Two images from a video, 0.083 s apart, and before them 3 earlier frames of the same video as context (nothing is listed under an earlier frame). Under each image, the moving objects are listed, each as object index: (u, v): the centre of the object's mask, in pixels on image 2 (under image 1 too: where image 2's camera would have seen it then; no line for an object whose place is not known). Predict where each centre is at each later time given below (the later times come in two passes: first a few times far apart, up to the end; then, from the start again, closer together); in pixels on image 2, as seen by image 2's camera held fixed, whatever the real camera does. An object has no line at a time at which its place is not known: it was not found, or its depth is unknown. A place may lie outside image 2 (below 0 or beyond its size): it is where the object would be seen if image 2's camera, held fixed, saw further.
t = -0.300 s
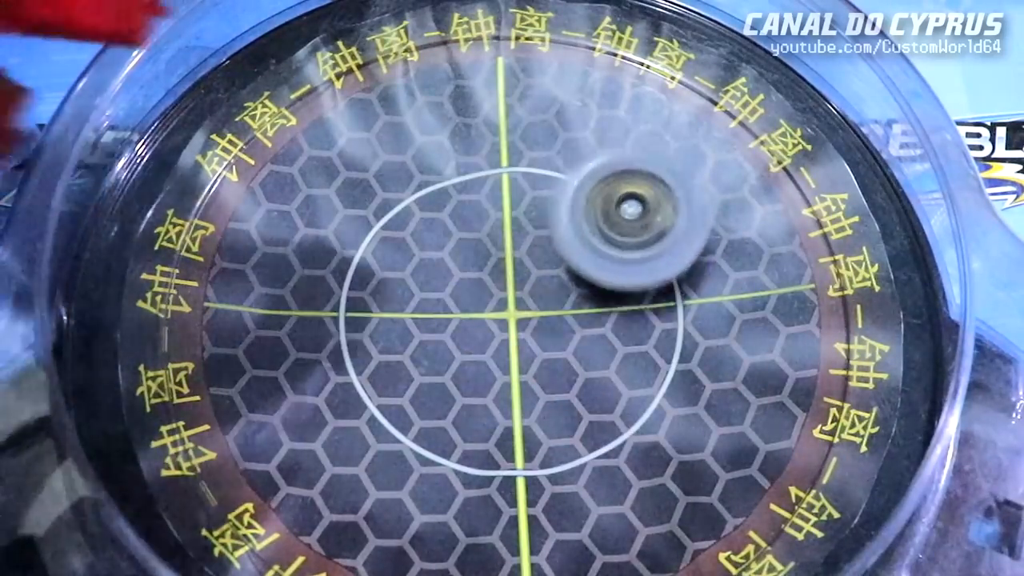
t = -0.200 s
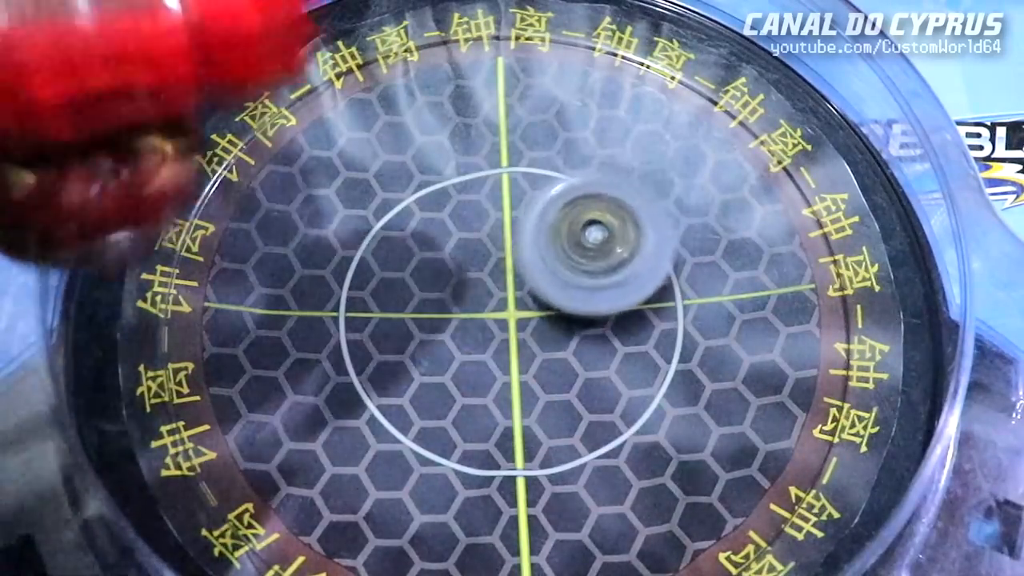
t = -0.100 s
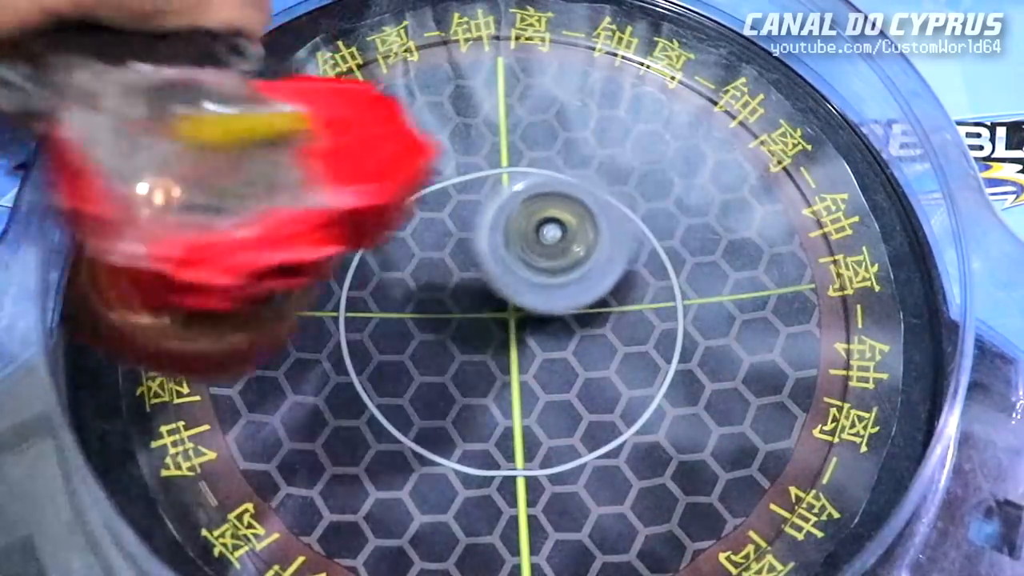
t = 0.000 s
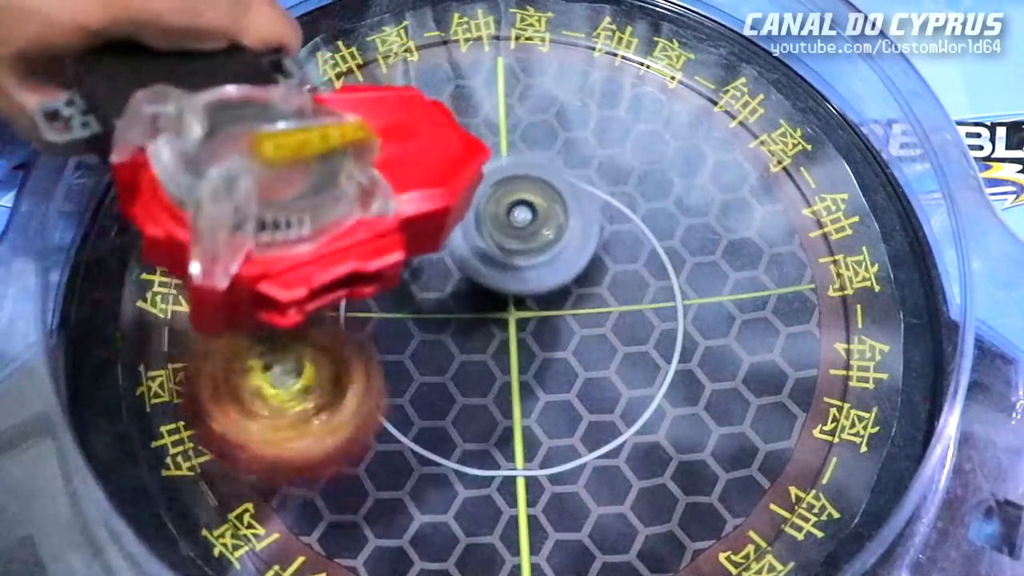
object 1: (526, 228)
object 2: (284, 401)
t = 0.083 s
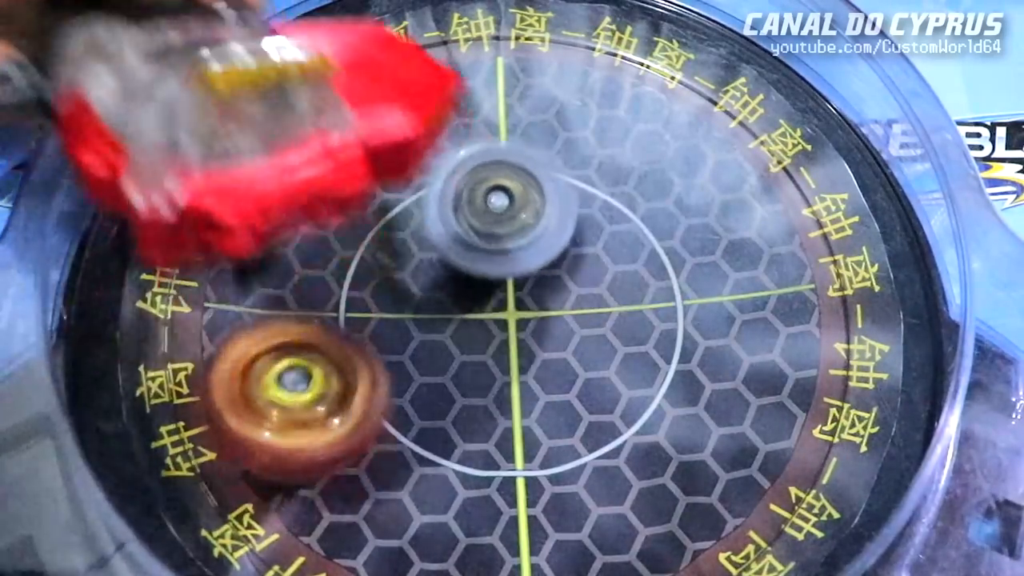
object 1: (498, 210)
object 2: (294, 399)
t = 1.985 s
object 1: (520, 304)
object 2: (489, 132)
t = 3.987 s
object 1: (383, 409)
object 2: (746, 414)
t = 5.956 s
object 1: (565, 197)
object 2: (432, 426)
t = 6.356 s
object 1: (353, 311)
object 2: (376, 489)
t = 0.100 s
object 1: (493, 210)
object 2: (294, 394)
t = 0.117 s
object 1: (488, 210)
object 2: (297, 391)
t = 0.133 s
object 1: (486, 206)
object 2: (292, 382)
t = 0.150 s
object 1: (485, 208)
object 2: (289, 376)
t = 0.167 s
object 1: (483, 207)
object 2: (284, 369)
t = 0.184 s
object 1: (482, 206)
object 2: (279, 365)
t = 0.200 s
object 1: (482, 206)
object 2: (276, 360)
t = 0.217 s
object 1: (482, 206)
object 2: (272, 356)
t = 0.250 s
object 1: (483, 205)
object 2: (264, 349)
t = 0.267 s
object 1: (483, 205)
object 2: (260, 347)
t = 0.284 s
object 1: (483, 206)
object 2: (257, 346)
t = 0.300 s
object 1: (483, 206)
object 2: (253, 347)
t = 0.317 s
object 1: (483, 207)
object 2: (251, 348)
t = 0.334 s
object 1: (483, 204)
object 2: (247, 351)
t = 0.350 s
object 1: (482, 205)
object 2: (243, 355)
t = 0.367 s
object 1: (482, 205)
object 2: (239, 360)
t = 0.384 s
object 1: (481, 206)
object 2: (237, 366)
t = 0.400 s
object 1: (480, 209)
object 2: (235, 372)
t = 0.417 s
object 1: (478, 211)
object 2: (235, 378)
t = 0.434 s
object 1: (478, 213)
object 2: (238, 385)
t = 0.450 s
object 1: (477, 214)
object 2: (241, 388)
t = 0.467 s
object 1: (475, 216)
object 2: (248, 391)
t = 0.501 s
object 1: (470, 221)
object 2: (267, 392)
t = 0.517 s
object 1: (467, 229)
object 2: (276, 391)
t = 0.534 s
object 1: (463, 232)
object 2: (288, 387)
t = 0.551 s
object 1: (461, 233)
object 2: (300, 381)
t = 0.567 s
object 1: (459, 236)
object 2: (312, 374)
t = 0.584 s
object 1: (455, 239)
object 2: (321, 366)
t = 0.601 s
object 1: (451, 241)
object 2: (326, 357)
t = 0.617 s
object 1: (458, 233)
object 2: (321, 353)
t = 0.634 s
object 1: (469, 224)
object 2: (317, 351)
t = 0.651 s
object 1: (479, 218)
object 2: (312, 346)
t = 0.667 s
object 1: (488, 217)
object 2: (309, 341)
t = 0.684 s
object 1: (500, 215)
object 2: (309, 337)
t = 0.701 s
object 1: (508, 215)
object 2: (308, 332)
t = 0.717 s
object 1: (519, 217)
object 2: (308, 327)
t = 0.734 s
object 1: (528, 220)
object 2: (308, 323)
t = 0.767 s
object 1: (544, 231)
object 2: (305, 313)
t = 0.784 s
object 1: (551, 240)
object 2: (305, 309)
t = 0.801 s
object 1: (557, 247)
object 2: (306, 304)
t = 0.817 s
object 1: (561, 255)
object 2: (307, 299)
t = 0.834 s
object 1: (566, 261)
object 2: (309, 295)
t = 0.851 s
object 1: (570, 268)
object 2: (311, 289)
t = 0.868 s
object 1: (573, 276)
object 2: (311, 286)
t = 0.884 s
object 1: (573, 285)
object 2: (312, 282)
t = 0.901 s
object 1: (569, 295)
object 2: (311, 278)
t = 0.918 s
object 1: (567, 301)
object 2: (311, 274)
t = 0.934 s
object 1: (560, 308)
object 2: (312, 270)
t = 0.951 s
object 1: (555, 314)
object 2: (314, 266)
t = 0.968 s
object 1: (551, 321)
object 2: (316, 262)
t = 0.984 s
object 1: (546, 327)
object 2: (318, 259)
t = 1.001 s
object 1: (539, 333)
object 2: (319, 255)
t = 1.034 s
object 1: (523, 340)
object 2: (319, 250)
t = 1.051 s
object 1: (512, 340)
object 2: (318, 246)
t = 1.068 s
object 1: (502, 341)
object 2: (319, 242)
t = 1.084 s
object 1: (494, 341)
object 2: (321, 238)
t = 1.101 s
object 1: (487, 340)
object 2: (324, 234)
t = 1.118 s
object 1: (480, 338)
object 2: (327, 231)
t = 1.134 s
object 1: (473, 336)
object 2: (330, 229)
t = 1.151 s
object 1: (470, 334)
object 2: (330, 226)
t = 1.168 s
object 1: (467, 333)
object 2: (329, 222)
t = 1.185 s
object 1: (465, 331)
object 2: (329, 217)
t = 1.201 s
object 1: (464, 330)
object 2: (328, 213)
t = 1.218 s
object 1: (460, 328)
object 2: (326, 208)
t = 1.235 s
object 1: (457, 327)
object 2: (324, 204)
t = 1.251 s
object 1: (454, 323)
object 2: (324, 201)
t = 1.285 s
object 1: (451, 316)
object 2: (324, 197)
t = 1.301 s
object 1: (451, 312)
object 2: (325, 196)
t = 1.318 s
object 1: (455, 311)
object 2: (325, 194)
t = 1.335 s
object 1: (460, 310)
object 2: (326, 192)
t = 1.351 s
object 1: (465, 310)
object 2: (327, 190)
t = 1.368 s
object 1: (470, 311)
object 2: (329, 189)
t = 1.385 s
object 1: (476, 311)
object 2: (333, 188)
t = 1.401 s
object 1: (481, 313)
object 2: (337, 187)
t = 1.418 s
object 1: (486, 314)
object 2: (340, 184)
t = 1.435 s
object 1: (492, 317)
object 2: (345, 184)
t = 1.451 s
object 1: (498, 321)
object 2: (350, 182)
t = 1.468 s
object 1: (503, 325)
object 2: (354, 181)
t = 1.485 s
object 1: (507, 330)
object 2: (363, 179)
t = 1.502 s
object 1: (510, 336)
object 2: (367, 177)
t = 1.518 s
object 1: (512, 341)
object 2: (372, 175)
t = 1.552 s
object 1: (514, 351)
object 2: (383, 171)
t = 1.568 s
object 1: (514, 355)
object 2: (389, 169)
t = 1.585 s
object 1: (513, 361)
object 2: (393, 167)
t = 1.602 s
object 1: (511, 365)
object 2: (397, 164)
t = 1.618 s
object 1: (508, 370)
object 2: (402, 162)
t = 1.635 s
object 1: (506, 374)
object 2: (407, 159)
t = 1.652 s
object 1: (501, 377)
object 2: (410, 156)
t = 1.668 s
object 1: (495, 378)
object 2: (414, 154)
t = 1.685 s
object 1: (488, 379)
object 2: (418, 152)
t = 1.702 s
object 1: (483, 379)
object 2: (423, 150)
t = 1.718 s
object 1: (478, 377)
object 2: (429, 150)
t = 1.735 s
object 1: (474, 374)
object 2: (432, 147)
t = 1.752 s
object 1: (469, 370)
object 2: (435, 145)
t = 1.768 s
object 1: (467, 364)
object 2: (438, 144)
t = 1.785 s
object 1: (464, 359)
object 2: (442, 142)
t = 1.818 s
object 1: (463, 348)
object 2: (449, 140)
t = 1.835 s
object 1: (464, 341)
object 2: (453, 138)
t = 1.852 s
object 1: (467, 333)
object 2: (457, 136)
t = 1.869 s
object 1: (471, 327)
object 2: (462, 135)
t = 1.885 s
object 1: (476, 321)
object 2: (467, 134)
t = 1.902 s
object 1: (483, 317)
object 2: (472, 133)
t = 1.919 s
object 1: (489, 313)
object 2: (475, 133)
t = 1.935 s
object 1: (497, 309)
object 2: (479, 133)
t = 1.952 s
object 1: (505, 305)
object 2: (483, 132)
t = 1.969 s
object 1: (513, 304)
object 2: (486, 132)
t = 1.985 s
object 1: (520, 304)
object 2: (489, 132)
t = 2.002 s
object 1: (526, 303)
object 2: (491, 134)
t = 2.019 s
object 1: (533, 303)
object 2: (495, 133)
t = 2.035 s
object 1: (540, 302)
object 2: (498, 134)
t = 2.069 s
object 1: (556, 305)
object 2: (506, 134)
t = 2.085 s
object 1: (562, 307)
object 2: (510, 135)
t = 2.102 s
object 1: (569, 310)
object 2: (516, 136)
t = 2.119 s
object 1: (576, 314)
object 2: (521, 137)
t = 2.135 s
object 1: (582, 318)
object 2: (526, 137)
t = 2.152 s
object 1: (586, 323)
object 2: (529, 139)
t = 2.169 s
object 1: (589, 328)
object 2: (533, 140)
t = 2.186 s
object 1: (591, 333)
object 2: (538, 142)
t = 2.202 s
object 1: (592, 337)
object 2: (542, 144)
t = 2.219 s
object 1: (593, 342)
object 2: (546, 146)
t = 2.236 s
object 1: (594, 347)
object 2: (551, 145)
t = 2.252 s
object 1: (592, 353)
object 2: (556, 146)
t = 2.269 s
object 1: (590, 358)
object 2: (560, 147)
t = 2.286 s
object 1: (587, 363)
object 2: (564, 148)
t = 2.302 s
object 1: (584, 368)
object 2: (569, 149)
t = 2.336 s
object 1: (574, 376)
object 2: (579, 149)
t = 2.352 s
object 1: (566, 378)
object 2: (582, 149)
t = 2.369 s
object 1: (558, 380)
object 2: (586, 150)
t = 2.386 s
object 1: (549, 380)
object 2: (589, 150)
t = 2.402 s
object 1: (542, 378)
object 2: (592, 151)
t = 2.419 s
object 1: (533, 374)
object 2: (596, 151)
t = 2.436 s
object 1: (525, 371)
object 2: (598, 152)
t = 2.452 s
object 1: (517, 367)
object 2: (601, 153)
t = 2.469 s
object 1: (510, 361)
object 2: (603, 154)
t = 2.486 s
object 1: (504, 353)
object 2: (605, 155)
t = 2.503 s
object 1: (501, 345)
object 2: (607, 156)
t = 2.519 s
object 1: (497, 339)
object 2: (607, 156)
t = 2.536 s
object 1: (494, 330)
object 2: (610, 158)
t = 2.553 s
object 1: (493, 321)
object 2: (611, 158)
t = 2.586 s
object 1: (492, 305)
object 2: (615, 163)
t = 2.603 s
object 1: (492, 296)
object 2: (617, 166)
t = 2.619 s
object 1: (496, 288)
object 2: (620, 169)
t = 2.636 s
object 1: (498, 280)
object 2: (623, 175)
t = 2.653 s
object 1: (496, 276)
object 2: (631, 176)
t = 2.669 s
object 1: (479, 281)
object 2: (650, 170)
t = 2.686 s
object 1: (465, 282)
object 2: (667, 166)
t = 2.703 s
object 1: (455, 284)
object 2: (680, 159)
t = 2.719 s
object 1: (445, 280)
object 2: (693, 151)
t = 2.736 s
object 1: (438, 275)
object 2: (701, 138)
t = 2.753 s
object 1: (431, 271)
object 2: (708, 131)
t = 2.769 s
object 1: (427, 268)
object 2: (713, 119)
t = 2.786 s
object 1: (423, 263)
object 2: (717, 107)
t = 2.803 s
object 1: (418, 258)
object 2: (716, 95)
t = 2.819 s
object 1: (414, 252)
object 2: (711, 85)
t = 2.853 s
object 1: (409, 241)
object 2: (689, 73)
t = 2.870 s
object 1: (409, 236)
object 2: (679, 74)
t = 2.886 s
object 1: (409, 231)
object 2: (666, 75)
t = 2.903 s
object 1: (410, 226)
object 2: (655, 77)
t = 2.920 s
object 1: (413, 222)
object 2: (639, 82)
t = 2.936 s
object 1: (415, 219)
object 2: (624, 91)
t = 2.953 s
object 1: (419, 215)
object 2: (613, 101)
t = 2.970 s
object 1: (424, 210)
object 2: (601, 113)
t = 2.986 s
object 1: (429, 209)
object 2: (594, 127)
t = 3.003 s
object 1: (434, 208)
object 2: (586, 144)
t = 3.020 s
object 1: (424, 210)
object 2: (593, 159)
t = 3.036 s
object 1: (409, 214)
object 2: (605, 173)
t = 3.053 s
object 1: (395, 216)
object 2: (618, 186)
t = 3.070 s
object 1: (387, 215)
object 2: (633, 200)
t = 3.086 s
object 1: (378, 217)
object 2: (651, 210)
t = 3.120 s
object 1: (363, 214)
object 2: (680, 230)
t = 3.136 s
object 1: (357, 214)
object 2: (698, 236)
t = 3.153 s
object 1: (353, 213)
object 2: (717, 240)
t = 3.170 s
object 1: (349, 210)
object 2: (734, 243)
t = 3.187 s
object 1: (346, 209)
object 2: (751, 247)
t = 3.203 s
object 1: (343, 208)
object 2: (766, 245)
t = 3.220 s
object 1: (341, 207)
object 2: (782, 243)
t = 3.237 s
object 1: (340, 207)
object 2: (798, 236)
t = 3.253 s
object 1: (339, 206)
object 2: (811, 230)
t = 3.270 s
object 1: (339, 206)
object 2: (820, 224)
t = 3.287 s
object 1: (339, 207)
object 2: (823, 219)
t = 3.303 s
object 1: (340, 207)
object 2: (823, 217)
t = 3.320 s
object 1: (341, 209)
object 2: (818, 213)
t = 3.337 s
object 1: (343, 212)
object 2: (809, 211)
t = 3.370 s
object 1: (347, 218)
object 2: (799, 210)
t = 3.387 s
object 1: (349, 223)
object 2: (793, 209)
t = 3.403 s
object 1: (351, 227)
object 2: (783, 211)
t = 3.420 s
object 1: (354, 230)
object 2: (777, 211)
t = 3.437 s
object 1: (357, 237)
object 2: (761, 213)
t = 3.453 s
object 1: (359, 241)
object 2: (750, 217)
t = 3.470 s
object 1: (362, 247)
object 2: (738, 222)
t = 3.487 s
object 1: (365, 251)
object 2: (728, 230)
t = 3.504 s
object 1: (368, 261)
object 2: (720, 239)
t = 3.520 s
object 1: (370, 267)
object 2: (709, 251)
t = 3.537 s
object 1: (372, 277)
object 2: (701, 263)
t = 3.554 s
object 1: (372, 284)
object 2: (692, 277)
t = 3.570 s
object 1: (374, 292)
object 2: (687, 292)
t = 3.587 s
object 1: (375, 301)
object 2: (684, 309)
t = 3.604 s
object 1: (375, 309)
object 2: (681, 326)
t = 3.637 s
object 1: (376, 326)
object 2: (681, 358)
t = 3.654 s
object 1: (375, 333)
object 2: (683, 373)
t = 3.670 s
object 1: (375, 341)
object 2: (690, 390)
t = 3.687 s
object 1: (375, 348)
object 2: (699, 404)
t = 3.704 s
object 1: (373, 355)
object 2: (706, 415)
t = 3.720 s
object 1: (373, 362)
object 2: (715, 427)
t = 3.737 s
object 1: (372, 368)
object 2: (726, 438)
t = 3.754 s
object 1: (371, 373)
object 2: (738, 447)
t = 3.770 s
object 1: (371, 379)
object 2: (752, 453)
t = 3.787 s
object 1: (370, 384)
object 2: (766, 460)
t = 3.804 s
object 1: (369, 387)
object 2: (775, 462)
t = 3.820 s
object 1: (369, 391)
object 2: (786, 465)
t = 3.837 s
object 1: (369, 394)
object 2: (790, 459)
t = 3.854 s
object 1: (370, 396)
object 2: (789, 454)
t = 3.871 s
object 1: (370, 400)
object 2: (787, 449)
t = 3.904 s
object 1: (372, 403)
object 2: (784, 438)
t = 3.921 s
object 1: (372, 404)
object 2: (779, 434)
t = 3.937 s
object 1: (375, 405)
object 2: (773, 431)
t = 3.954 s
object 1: (378, 408)
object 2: (765, 426)
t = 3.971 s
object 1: (379, 408)
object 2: (757, 418)
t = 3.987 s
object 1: (383, 409)
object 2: (746, 414)
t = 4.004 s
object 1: (385, 410)
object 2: (734, 409)
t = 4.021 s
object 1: (389, 410)
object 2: (719, 404)
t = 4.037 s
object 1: (393, 412)
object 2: (703, 403)
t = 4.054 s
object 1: (398, 412)
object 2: (689, 403)
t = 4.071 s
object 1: (404, 413)
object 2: (669, 404)
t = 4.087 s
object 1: (408, 413)
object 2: (651, 405)
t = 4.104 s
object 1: (415, 412)
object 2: (634, 408)
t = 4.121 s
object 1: (418, 414)
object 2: (620, 412)
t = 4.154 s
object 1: (396, 416)
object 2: (627, 419)
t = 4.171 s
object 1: (382, 414)
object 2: (637, 420)
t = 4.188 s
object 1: (371, 413)
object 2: (650, 419)
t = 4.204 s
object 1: (362, 408)
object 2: (661, 415)
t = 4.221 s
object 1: (355, 404)
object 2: (669, 409)
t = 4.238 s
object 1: (349, 397)
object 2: (675, 403)
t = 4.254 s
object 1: (345, 392)
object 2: (680, 395)
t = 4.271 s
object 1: (341, 385)
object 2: (682, 385)
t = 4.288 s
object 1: (338, 377)
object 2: (680, 375)
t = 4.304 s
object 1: (338, 367)
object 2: (681, 366)
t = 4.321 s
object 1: (339, 360)
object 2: (677, 358)
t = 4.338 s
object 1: (342, 351)
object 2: (671, 349)
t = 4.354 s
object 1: (345, 344)
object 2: (664, 340)
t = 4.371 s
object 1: (352, 335)
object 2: (654, 333)
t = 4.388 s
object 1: (358, 327)
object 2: (644, 327)
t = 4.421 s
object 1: (376, 314)
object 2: (620, 317)
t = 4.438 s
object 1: (387, 307)
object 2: (605, 313)
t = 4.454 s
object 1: (398, 302)
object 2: (594, 313)
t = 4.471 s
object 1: (401, 298)
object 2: (589, 313)
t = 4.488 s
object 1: (380, 289)
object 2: (591, 311)
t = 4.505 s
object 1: (360, 280)
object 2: (597, 310)
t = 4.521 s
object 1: (344, 275)
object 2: (601, 310)
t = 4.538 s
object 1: (331, 266)
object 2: (601, 309)
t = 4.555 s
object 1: (322, 256)
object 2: (601, 310)
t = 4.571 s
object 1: (316, 248)
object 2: (602, 310)
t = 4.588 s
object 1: (312, 242)
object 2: (601, 310)
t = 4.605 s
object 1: (312, 233)
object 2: (600, 310)
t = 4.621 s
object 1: (315, 225)
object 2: (601, 311)
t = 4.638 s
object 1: (319, 220)
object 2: (600, 311)
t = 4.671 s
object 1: (326, 207)
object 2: (597, 311)
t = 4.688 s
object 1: (331, 201)
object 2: (596, 312)
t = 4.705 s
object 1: (336, 195)
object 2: (594, 313)
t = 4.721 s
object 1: (339, 190)
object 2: (591, 314)
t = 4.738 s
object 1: (346, 185)
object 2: (589, 314)
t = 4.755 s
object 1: (352, 180)
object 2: (586, 316)
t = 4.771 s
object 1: (357, 178)
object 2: (577, 318)
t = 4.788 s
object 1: (365, 172)
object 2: (572, 321)
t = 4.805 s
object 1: (373, 170)
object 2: (572, 325)
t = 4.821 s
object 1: (379, 168)
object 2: (568, 328)
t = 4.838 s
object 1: (387, 166)
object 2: (564, 331)
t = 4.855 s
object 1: (397, 165)
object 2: (564, 335)
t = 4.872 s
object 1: (406, 165)
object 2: (562, 338)
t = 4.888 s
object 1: (415, 168)
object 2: (558, 341)
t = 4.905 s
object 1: (425, 169)
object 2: (556, 345)
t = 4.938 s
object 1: (444, 177)
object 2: (555, 350)
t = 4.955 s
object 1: (454, 182)
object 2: (553, 352)
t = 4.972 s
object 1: (464, 188)
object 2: (554, 355)
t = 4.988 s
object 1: (474, 195)
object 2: (552, 357)
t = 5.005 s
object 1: (483, 203)
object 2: (549, 358)
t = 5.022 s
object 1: (490, 208)
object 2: (551, 360)
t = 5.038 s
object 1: (499, 212)
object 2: (552, 368)
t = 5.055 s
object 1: (504, 206)
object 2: (555, 379)
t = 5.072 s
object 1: (512, 200)
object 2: (558, 390)
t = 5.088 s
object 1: (521, 197)
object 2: (561, 397)
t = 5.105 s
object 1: (528, 197)
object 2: (565, 404)
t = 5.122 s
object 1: (536, 198)
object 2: (570, 411)
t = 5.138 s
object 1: (544, 198)
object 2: (578, 416)
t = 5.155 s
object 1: (552, 202)
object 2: (582, 419)
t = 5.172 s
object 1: (559, 206)
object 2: (589, 422)
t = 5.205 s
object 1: (572, 214)
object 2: (604, 424)
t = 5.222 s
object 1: (578, 219)
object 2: (609, 423)
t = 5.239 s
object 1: (583, 225)
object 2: (615, 421)
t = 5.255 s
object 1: (588, 230)
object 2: (617, 416)
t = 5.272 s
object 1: (592, 239)
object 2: (620, 412)
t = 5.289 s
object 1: (594, 247)
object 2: (623, 407)
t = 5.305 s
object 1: (594, 245)
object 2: (622, 411)
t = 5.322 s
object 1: (594, 222)
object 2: (628, 441)
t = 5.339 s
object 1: (587, 196)
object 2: (633, 467)
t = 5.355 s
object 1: (585, 173)
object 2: (641, 487)
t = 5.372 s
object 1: (581, 154)
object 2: (650, 499)
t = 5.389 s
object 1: (578, 136)
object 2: (659, 508)
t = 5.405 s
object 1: (574, 121)
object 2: (671, 513)
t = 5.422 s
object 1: (573, 111)
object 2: (685, 519)
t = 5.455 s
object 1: (570, 91)
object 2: (700, 522)
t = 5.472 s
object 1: (568, 85)
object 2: (704, 522)
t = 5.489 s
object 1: (568, 77)
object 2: (709, 518)
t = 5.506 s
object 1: (569, 72)
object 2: (708, 515)
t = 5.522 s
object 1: (568, 68)
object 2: (714, 511)
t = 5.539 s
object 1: (569, 65)
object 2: (711, 507)
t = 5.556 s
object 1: (569, 65)
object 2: (714, 506)
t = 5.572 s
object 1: (570, 66)
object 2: (711, 503)
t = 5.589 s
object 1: (572, 66)
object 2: (709, 502)
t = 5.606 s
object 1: (574, 69)
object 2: (709, 500)
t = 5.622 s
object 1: (577, 72)
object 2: (703, 496)
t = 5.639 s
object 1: (582, 74)
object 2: (700, 496)
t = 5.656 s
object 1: (586, 78)
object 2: (695, 489)
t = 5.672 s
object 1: (590, 80)
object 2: (685, 483)
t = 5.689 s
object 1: (598, 89)
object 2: (679, 475)
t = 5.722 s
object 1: (602, 96)
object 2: (659, 463)
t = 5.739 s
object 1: (604, 100)
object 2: (644, 454)
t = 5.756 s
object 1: (604, 104)
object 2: (629, 450)
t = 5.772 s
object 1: (603, 108)
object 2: (617, 444)
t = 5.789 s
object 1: (606, 116)
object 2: (598, 438)
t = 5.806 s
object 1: (601, 120)
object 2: (584, 436)
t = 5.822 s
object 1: (601, 124)
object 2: (566, 431)
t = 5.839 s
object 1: (600, 137)
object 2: (549, 430)
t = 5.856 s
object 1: (595, 145)
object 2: (534, 426)
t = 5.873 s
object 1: (590, 153)
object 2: (515, 423)
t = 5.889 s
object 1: (585, 164)
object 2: (500, 423)
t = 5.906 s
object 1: (583, 169)
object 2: (481, 421)
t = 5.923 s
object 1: (578, 179)
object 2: (464, 424)
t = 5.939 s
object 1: (574, 188)
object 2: (450, 423)
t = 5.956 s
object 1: (565, 197)
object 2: (432, 426)
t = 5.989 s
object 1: (555, 216)
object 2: (404, 429)
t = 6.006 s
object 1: (549, 223)
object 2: (389, 434)
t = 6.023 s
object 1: (542, 233)
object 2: (374, 436)
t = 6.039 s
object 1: (534, 240)
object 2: (361, 442)
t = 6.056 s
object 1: (530, 247)
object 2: (351, 446)
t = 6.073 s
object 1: (521, 253)
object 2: (339, 452)
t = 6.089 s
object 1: (510, 260)
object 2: (329, 458)
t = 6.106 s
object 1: (503, 268)
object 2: (320, 461)
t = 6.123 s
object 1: (493, 277)
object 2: (314, 468)
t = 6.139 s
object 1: (479, 284)
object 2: (312, 475)
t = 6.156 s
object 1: (466, 292)
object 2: (307, 479)
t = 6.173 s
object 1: (453, 299)
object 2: (307, 485)
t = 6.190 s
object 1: (441, 306)
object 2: (307, 488)
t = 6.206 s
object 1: (426, 313)
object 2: (310, 491)
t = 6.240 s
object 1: (400, 322)
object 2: (317, 492)
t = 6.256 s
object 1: (390, 324)
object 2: (324, 492)
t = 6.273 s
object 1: (382, 325)
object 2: (330, 490)
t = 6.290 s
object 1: (374, 324)
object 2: (339, 492)
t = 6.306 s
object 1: (366, 318)
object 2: (348, 493)
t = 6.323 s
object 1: (363, 316)
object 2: (356, 493)
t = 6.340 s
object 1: (357, 313)
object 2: (367, 493)
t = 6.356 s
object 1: (353, 311)
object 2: (376, 489)
